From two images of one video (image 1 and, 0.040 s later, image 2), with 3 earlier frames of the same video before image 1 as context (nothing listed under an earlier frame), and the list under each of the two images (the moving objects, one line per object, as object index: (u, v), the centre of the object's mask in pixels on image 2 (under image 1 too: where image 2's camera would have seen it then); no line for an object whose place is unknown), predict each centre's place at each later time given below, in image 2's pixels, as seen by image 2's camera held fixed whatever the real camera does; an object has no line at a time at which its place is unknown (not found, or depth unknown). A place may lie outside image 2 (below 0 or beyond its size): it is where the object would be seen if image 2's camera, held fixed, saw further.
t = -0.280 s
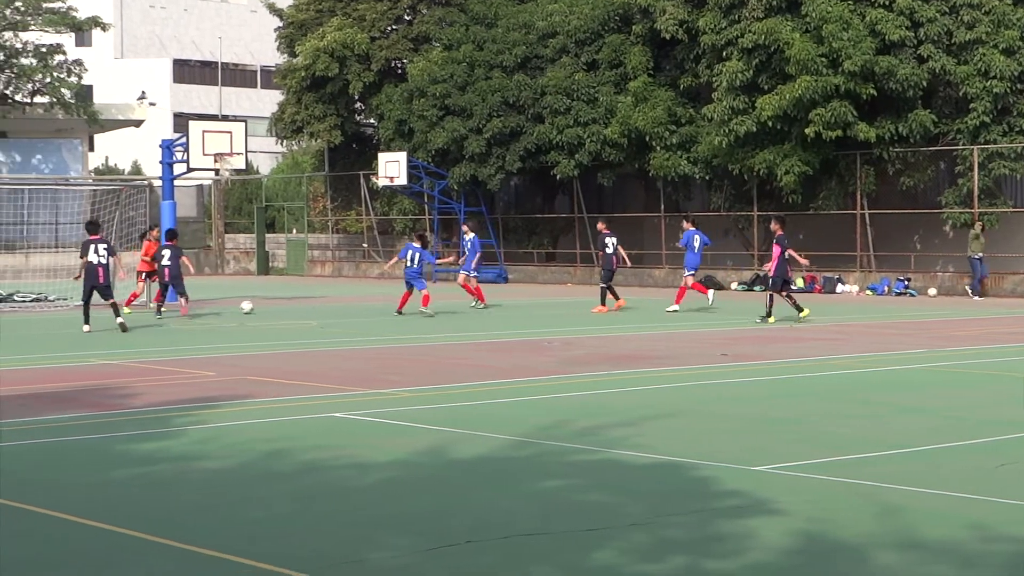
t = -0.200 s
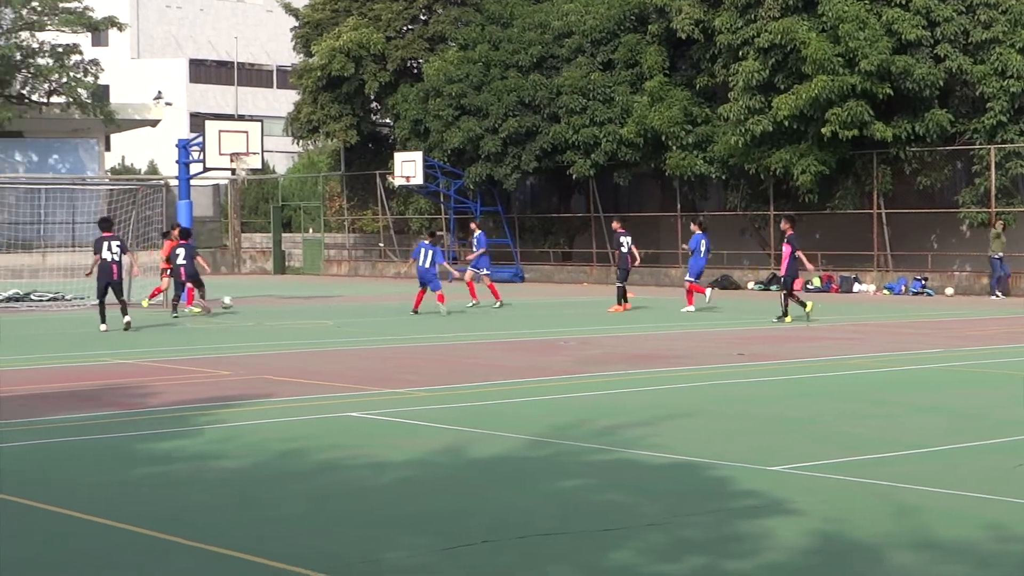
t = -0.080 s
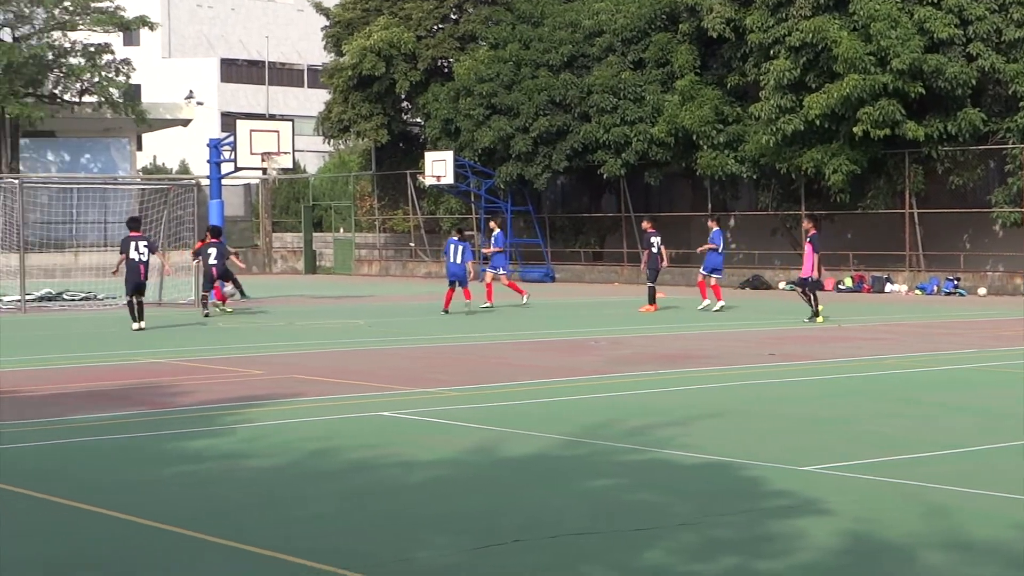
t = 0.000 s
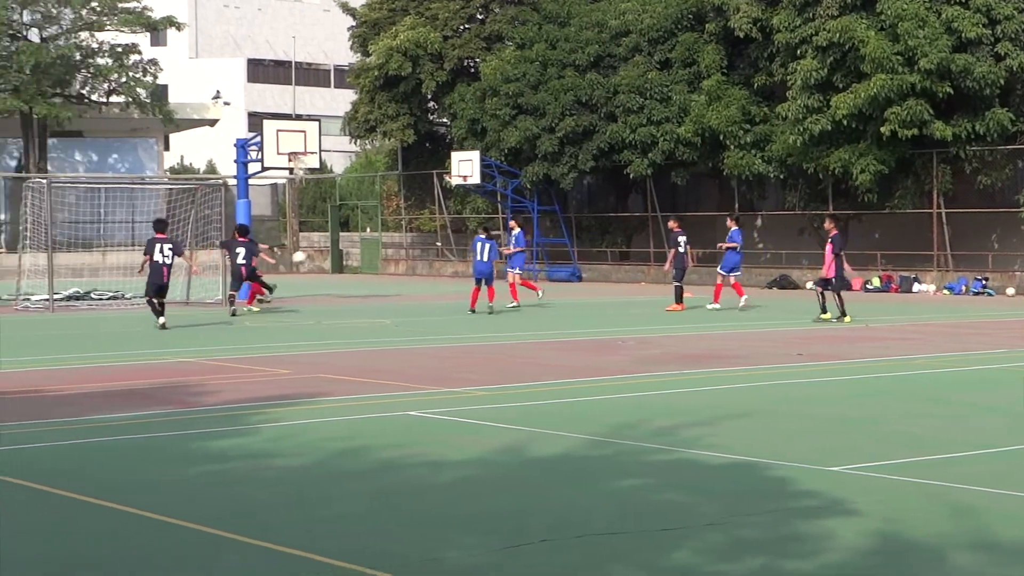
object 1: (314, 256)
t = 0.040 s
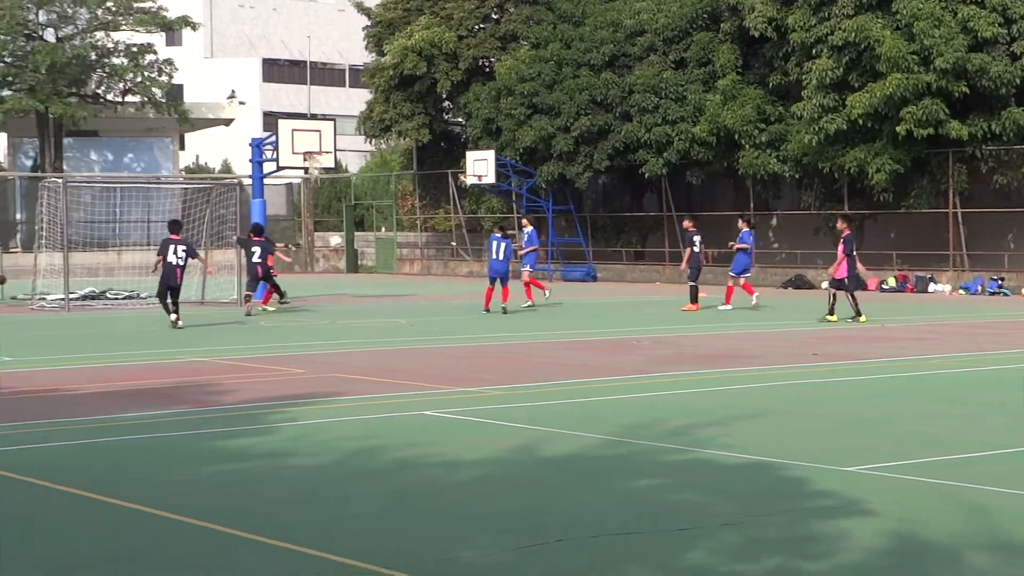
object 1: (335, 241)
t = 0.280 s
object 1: (476, 168)
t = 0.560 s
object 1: (650, 115)
